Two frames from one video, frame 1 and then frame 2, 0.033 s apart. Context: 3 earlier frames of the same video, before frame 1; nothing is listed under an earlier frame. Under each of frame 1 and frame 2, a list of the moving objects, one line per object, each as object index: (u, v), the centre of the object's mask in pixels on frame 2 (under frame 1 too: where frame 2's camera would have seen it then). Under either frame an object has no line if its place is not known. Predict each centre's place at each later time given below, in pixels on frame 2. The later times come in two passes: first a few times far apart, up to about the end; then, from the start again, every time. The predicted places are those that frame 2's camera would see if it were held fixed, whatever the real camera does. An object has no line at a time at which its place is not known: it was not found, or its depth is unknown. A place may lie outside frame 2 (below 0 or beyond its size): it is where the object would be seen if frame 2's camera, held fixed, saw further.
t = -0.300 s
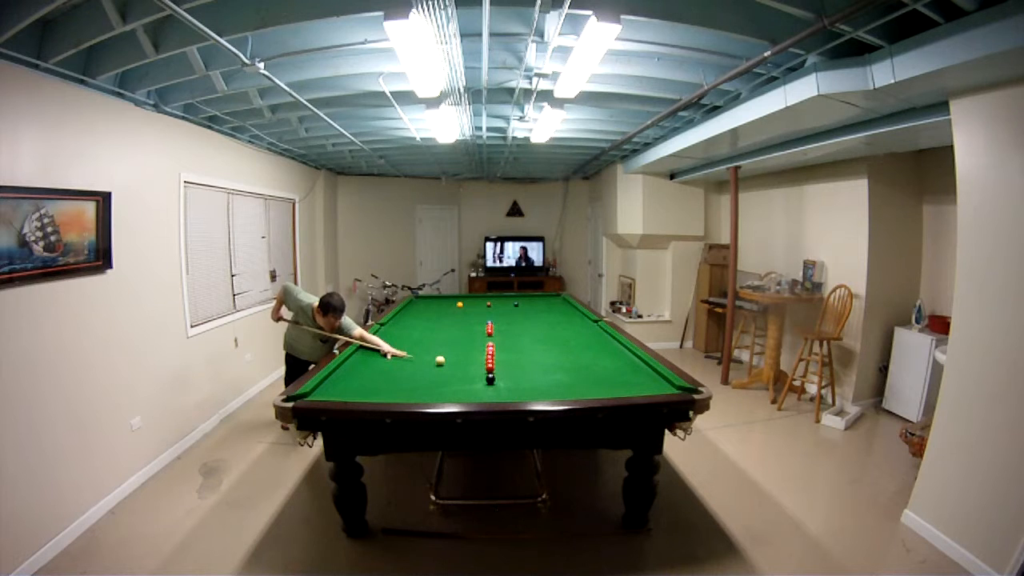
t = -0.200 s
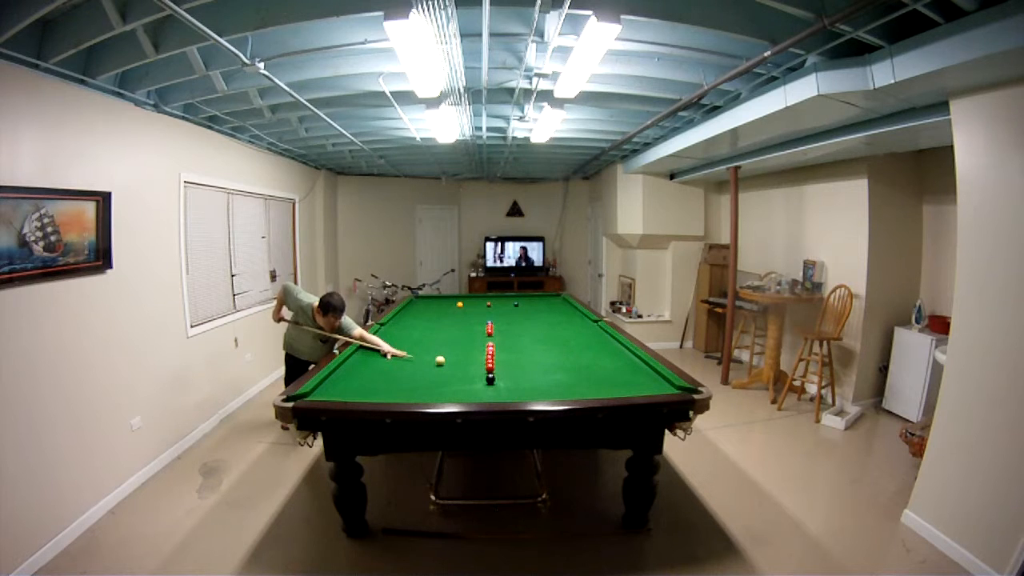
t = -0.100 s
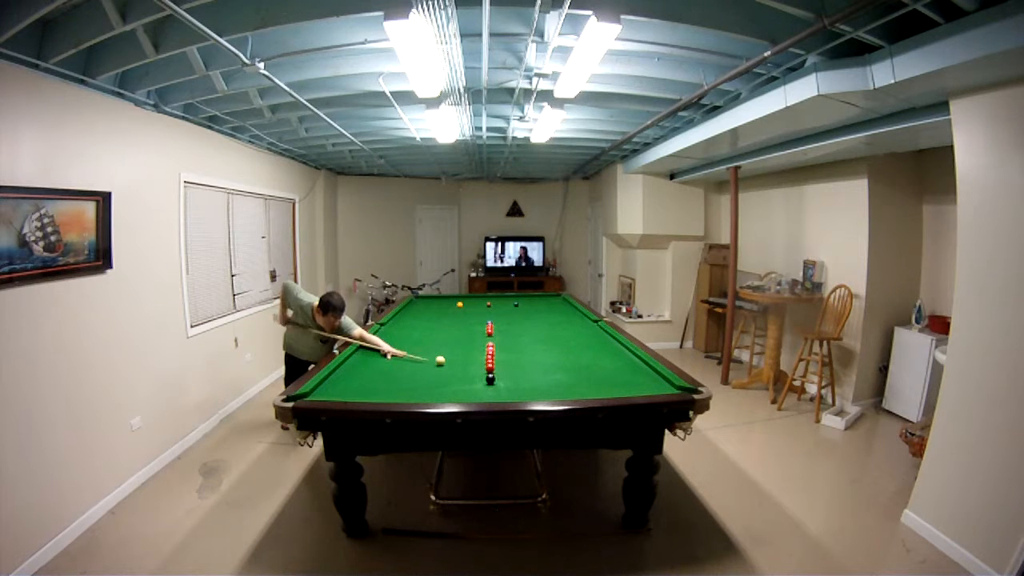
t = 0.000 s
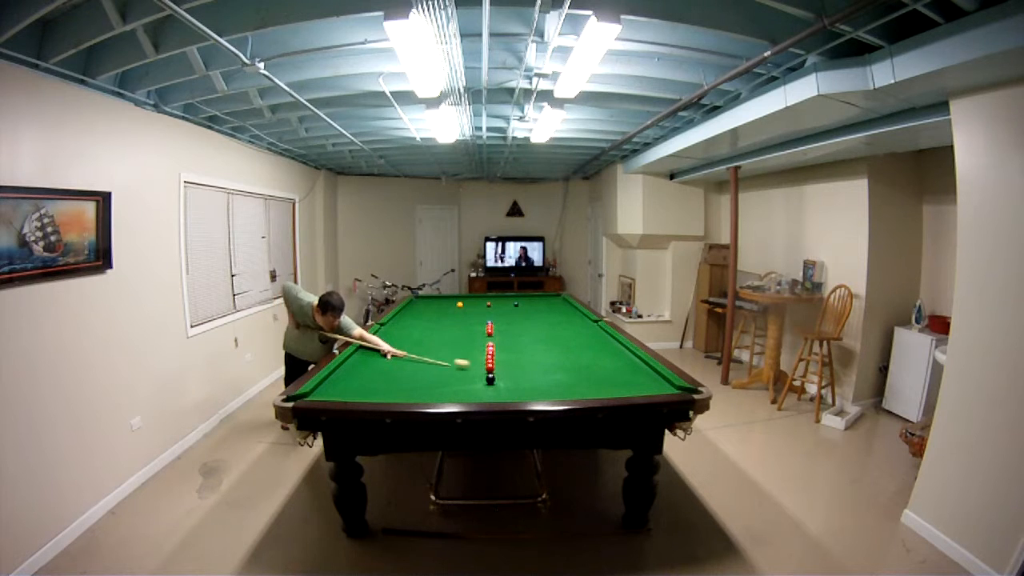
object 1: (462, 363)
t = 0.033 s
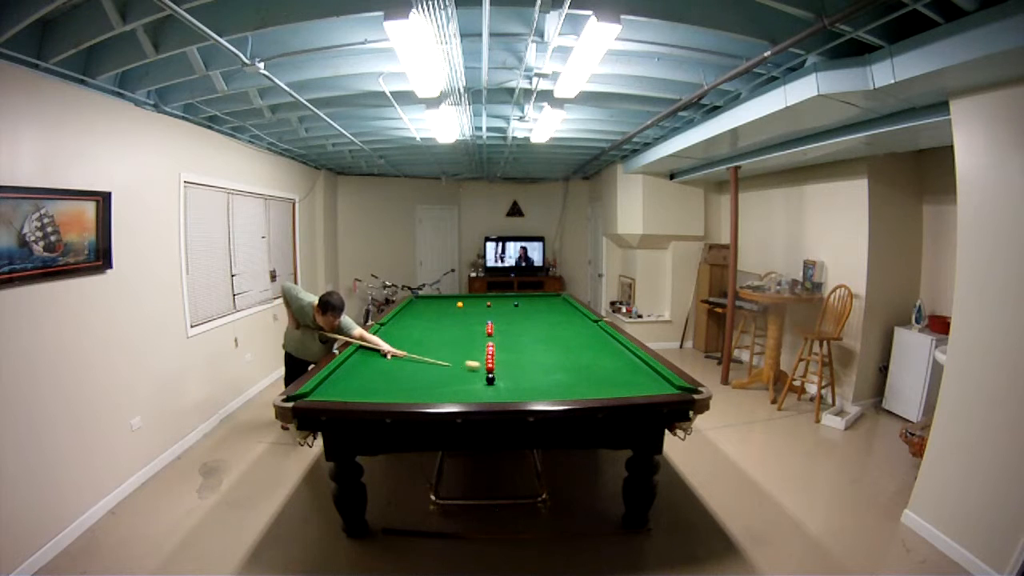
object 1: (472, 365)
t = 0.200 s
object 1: (477, 367)
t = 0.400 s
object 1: (466, 365)
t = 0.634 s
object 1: (455, 364)
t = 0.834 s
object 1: (446, 363)
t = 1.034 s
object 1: (438, 362)
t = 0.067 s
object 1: (480, 367)
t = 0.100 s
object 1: (481, 366)
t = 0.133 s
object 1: (480, 366)
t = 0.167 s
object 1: (479, 367)
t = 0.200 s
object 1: (477, 367)
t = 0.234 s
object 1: (475, 366)
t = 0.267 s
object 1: (473, 366)
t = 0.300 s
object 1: (471, 366)
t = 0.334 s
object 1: (470, 366)
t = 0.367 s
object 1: (468, 366)
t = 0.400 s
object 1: (466, 365)
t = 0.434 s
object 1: (464, 365)
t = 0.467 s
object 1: (463, 365)
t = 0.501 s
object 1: (461, 365)
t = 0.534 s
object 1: (459, 365)
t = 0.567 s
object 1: (458, 365)
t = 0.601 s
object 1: (456, 364)
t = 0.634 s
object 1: (455, 364)
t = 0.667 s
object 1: (453, 364)
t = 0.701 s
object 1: (452, 364)
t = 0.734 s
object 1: (450, 364)
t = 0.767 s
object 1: (449, 364)
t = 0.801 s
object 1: (448, 364)
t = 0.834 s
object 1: (446, 363)
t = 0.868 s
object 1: (445, 363)
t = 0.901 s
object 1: (443, 363)
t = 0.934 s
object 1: (442, 363)
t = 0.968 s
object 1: (441, 363)
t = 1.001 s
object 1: (440, 362)
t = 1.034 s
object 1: (438, 362)
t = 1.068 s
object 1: (437, 362)
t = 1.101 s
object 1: (436, 362)
